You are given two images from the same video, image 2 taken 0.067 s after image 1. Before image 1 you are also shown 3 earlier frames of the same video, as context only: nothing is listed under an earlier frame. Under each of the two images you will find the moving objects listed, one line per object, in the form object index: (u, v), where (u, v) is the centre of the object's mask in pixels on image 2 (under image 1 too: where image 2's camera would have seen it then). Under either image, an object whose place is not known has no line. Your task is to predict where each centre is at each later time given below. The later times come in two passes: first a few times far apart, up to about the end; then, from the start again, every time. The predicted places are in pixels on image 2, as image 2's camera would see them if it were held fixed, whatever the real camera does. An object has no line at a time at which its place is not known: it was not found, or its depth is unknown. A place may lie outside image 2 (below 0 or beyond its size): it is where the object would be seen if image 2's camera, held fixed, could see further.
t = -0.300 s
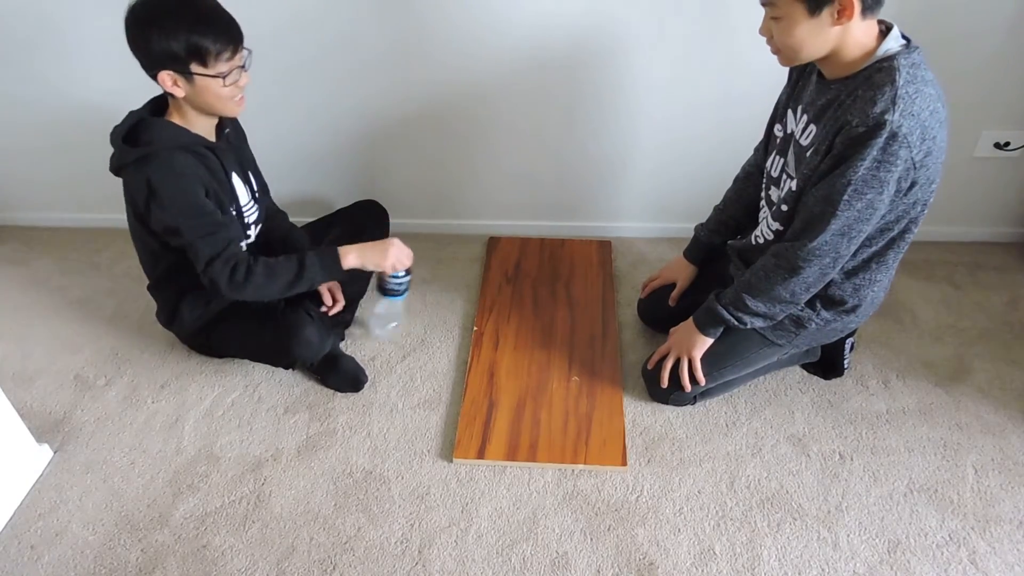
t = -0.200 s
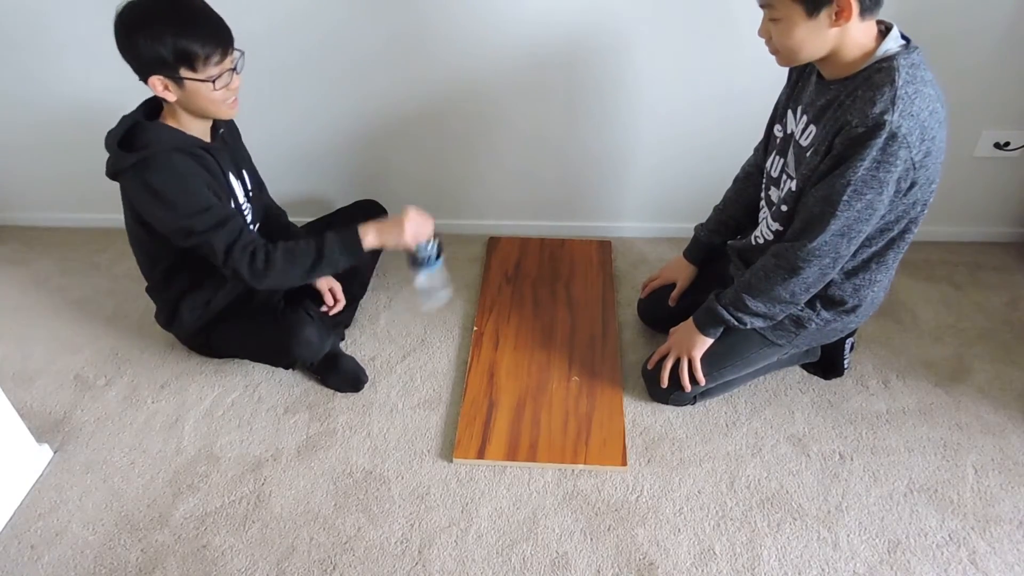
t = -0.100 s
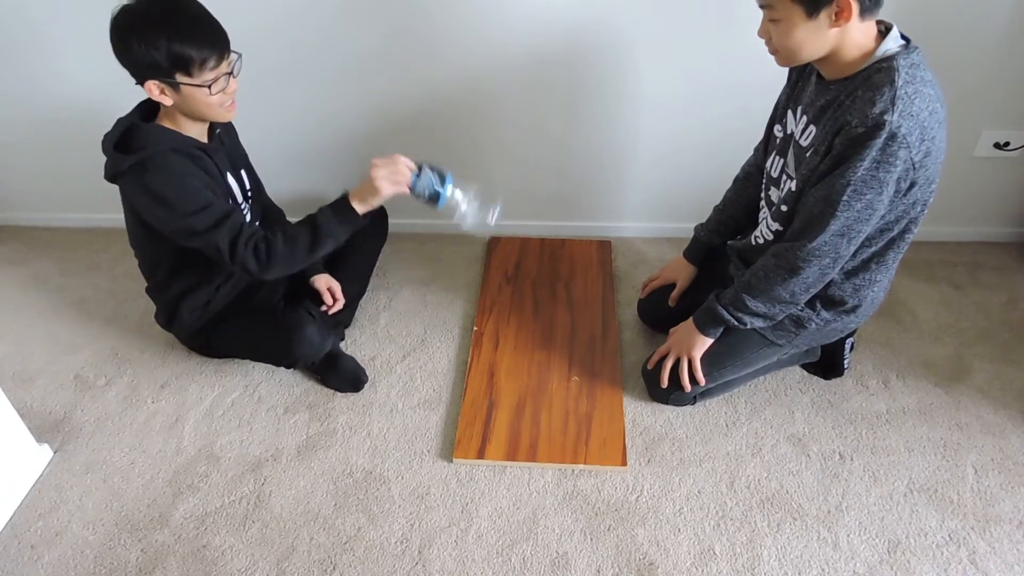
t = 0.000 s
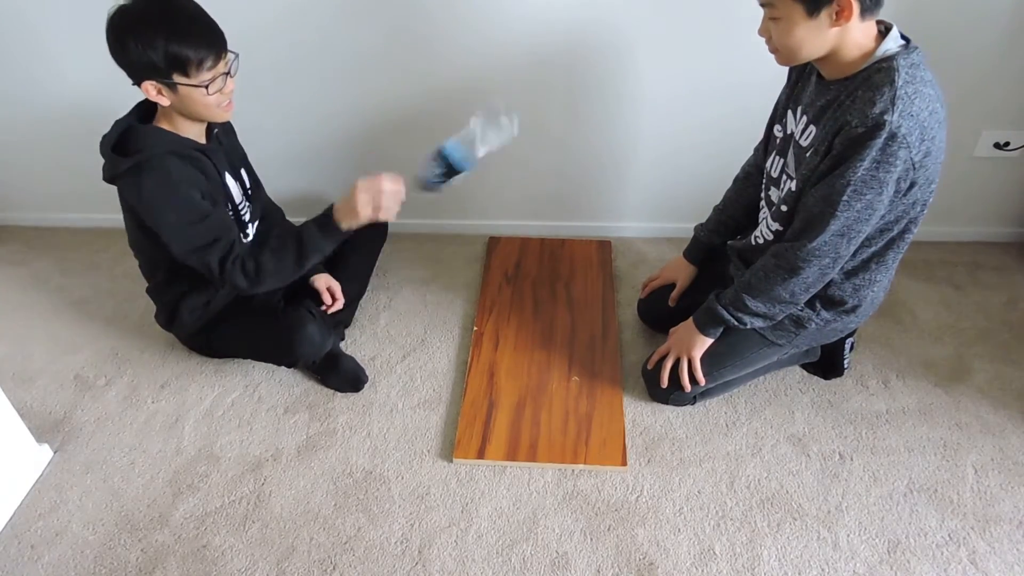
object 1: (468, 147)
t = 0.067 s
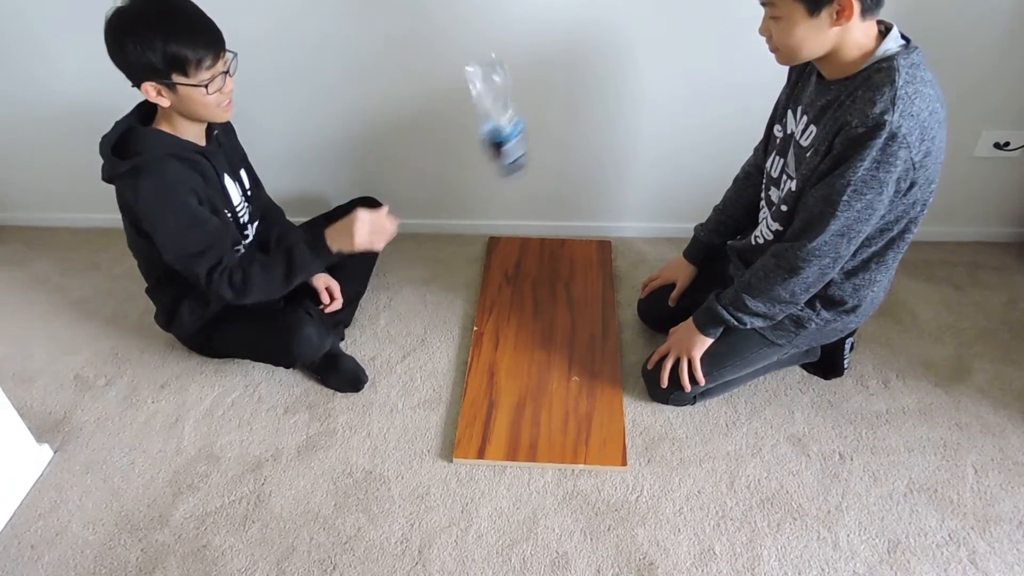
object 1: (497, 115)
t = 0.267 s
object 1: (527, 107)
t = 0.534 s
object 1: (542, 321)
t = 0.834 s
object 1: (567, 322)
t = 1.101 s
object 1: (576, 317)
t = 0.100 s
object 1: (508, 98)
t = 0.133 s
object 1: (516, 85)
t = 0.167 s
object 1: (521, 79)
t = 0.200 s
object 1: (524, 81)
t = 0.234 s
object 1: (526, 91)
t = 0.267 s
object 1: (527, 107)
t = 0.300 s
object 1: (530, 129)
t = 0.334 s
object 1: (532, 155)
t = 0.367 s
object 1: (534, 186)
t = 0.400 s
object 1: (536, 220)
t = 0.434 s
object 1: (537, 257)
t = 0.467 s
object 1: (539, 295)
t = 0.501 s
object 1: (540, 321)
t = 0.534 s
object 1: (542, 321)
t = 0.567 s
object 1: (547, 320)
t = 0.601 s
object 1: (551, 321)
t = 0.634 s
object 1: (554, 321)
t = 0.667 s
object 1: (556, 321)
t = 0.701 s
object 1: (559, 321)
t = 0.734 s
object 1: (562, 321)
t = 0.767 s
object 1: (564, 322)
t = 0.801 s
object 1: (566, 322)
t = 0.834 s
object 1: (567, 322)
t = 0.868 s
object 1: (568, 321)
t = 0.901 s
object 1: (569, 319)
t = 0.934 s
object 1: (570, 319)
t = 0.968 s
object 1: (572, 318)
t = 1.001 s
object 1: (573, 318)
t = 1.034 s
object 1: (574, 317)
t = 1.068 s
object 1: (575, 317)
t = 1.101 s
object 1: (576, 317)
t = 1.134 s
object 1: (578, 316)
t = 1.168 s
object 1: (580, 316)
